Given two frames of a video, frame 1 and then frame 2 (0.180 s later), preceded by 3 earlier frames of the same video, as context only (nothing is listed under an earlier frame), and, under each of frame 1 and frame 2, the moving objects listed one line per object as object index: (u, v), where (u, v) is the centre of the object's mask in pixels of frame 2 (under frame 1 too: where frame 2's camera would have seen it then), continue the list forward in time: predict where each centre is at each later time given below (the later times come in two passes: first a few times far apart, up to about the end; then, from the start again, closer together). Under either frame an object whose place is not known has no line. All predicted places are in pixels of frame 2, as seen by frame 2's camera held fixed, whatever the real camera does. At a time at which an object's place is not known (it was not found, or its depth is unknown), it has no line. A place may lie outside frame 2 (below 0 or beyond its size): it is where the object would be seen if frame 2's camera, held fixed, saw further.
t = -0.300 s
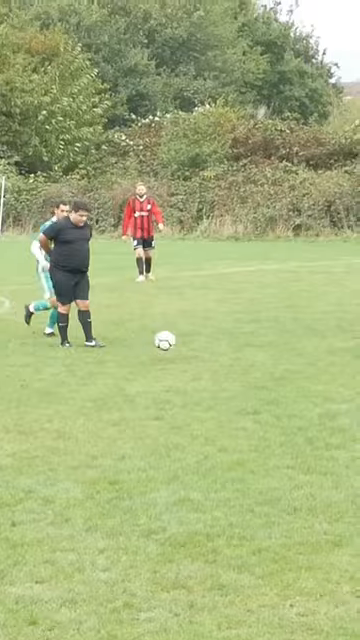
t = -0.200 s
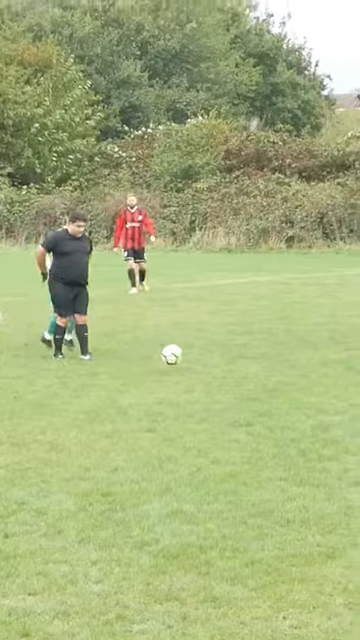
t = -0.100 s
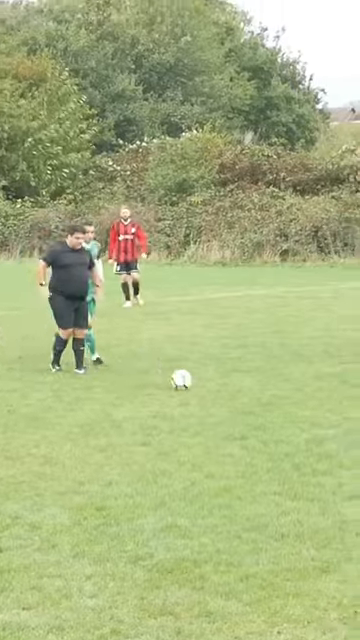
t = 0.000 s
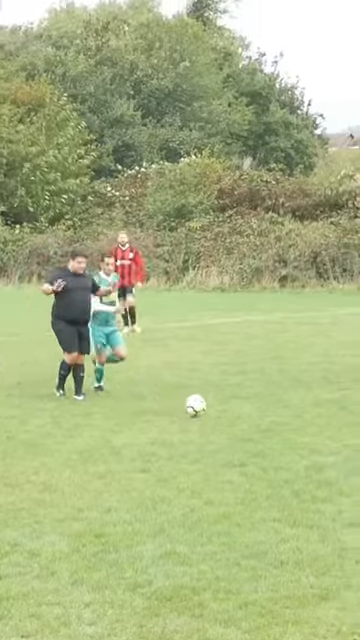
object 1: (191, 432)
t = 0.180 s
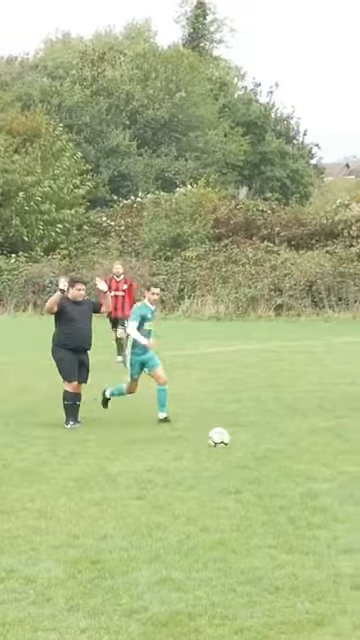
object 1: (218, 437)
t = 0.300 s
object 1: (238, 438)
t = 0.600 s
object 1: (281, 442)
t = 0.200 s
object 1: (222, 436)
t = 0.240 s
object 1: (229, 437)
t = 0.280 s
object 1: (235, 438)
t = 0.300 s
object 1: (238, 438)
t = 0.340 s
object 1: (244, 439)
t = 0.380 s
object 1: (250, 439)
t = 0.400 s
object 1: (253, 439)
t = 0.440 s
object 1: (259, 440)
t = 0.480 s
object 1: (264, 441)
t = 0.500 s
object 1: (267, 441)
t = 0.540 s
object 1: (272, 440)
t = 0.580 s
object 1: (279, 442)
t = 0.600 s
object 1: (281, 442)
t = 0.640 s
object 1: (287, 443)
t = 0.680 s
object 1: (293, 444)
